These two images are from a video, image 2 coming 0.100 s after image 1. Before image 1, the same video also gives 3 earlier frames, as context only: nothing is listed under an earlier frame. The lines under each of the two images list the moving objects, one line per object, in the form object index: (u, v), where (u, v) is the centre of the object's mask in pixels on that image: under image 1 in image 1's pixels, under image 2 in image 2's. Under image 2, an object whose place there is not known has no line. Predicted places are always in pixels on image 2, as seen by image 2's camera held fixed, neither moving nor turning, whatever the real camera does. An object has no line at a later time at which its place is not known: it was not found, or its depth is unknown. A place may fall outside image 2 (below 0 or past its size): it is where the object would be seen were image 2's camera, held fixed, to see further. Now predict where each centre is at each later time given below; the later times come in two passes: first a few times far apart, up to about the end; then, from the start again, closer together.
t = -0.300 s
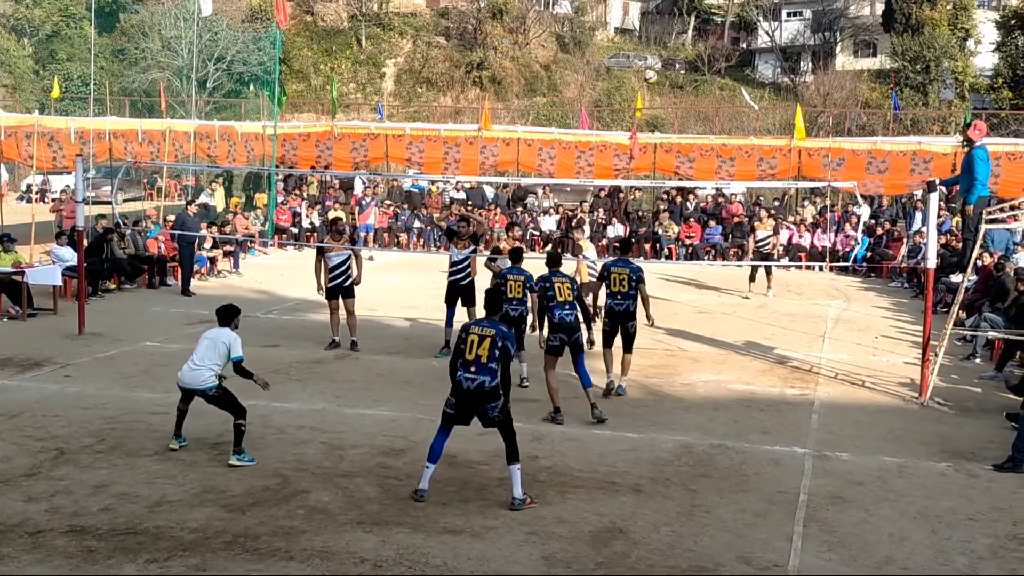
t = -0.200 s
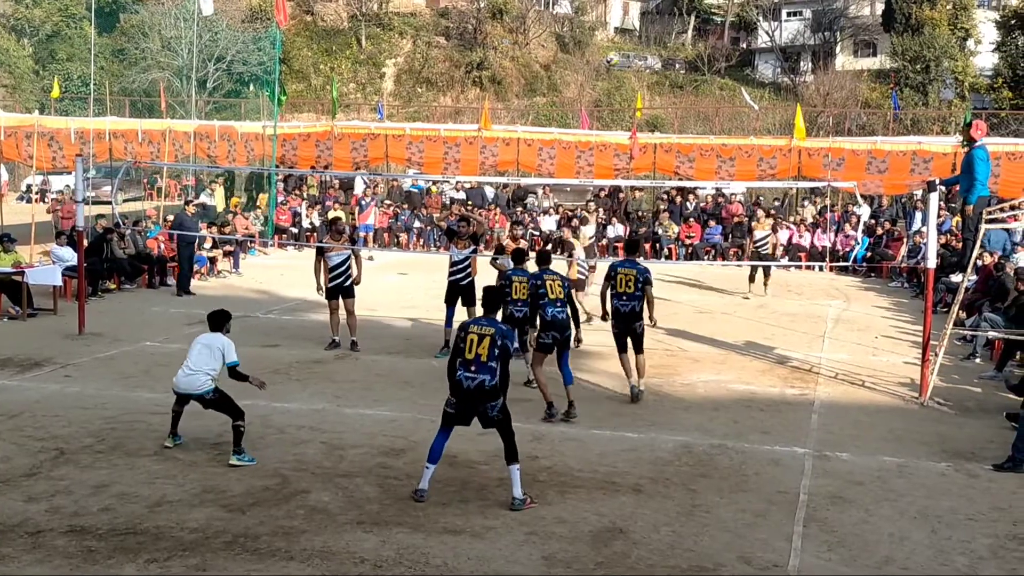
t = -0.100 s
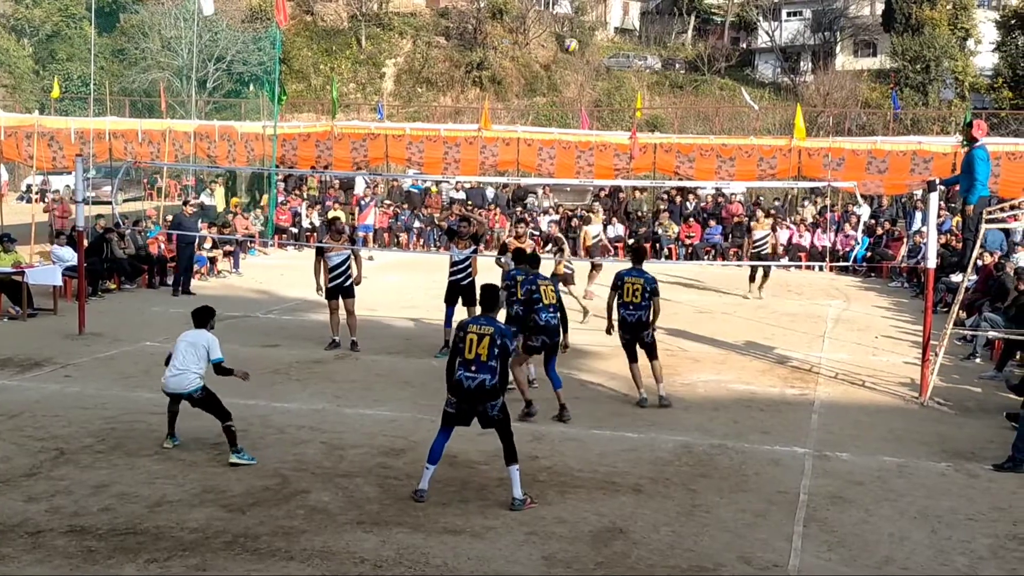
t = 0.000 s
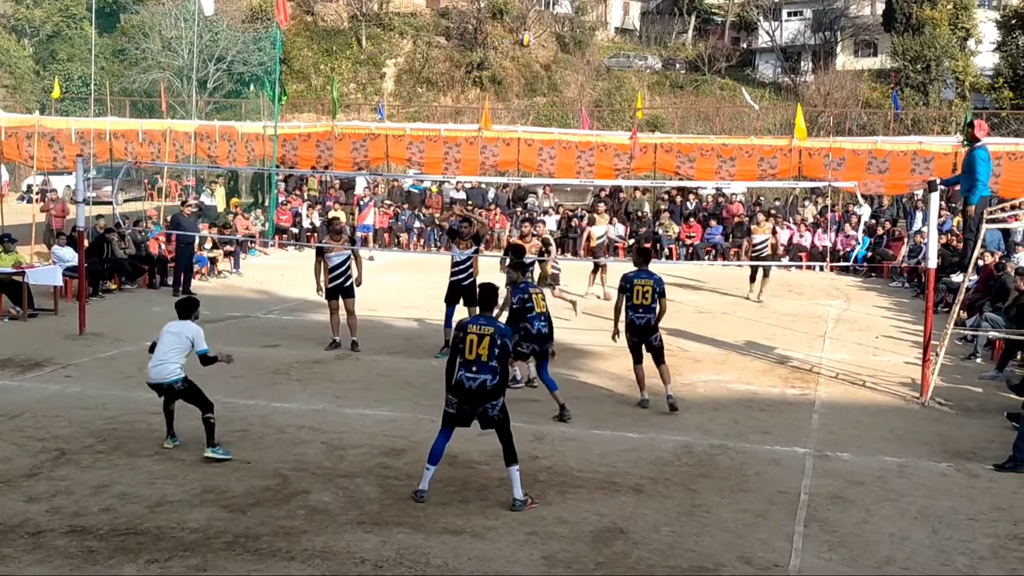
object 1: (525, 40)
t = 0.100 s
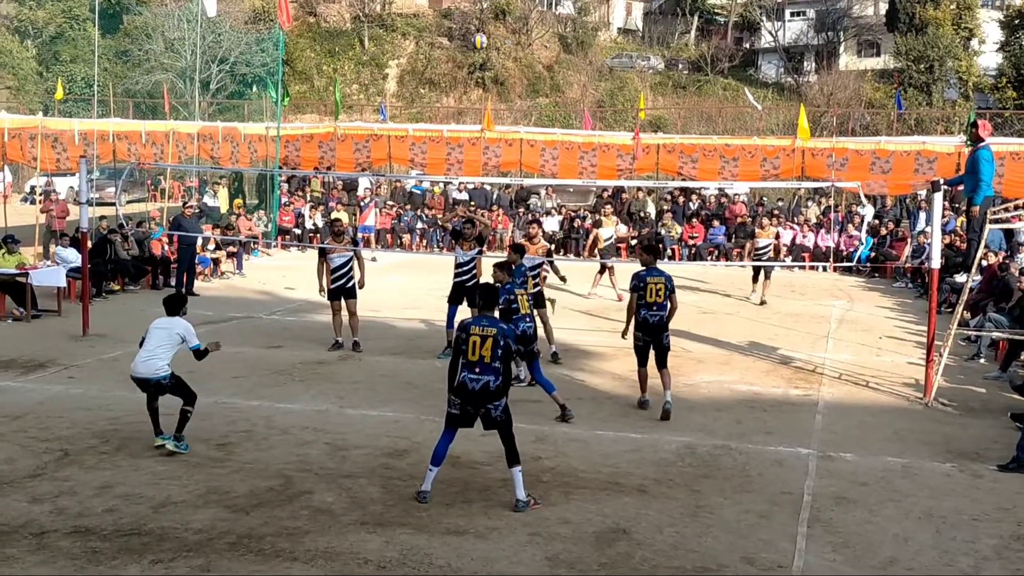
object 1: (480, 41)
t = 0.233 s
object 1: (407, 58)
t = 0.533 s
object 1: (213, 168)
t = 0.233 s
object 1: (407, 58)
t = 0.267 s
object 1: (388, 66)
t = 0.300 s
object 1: (369, 72)
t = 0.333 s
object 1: (349, 82)
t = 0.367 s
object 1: (329, 94)
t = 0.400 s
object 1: (308, 104)
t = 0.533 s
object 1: (213, 168)
